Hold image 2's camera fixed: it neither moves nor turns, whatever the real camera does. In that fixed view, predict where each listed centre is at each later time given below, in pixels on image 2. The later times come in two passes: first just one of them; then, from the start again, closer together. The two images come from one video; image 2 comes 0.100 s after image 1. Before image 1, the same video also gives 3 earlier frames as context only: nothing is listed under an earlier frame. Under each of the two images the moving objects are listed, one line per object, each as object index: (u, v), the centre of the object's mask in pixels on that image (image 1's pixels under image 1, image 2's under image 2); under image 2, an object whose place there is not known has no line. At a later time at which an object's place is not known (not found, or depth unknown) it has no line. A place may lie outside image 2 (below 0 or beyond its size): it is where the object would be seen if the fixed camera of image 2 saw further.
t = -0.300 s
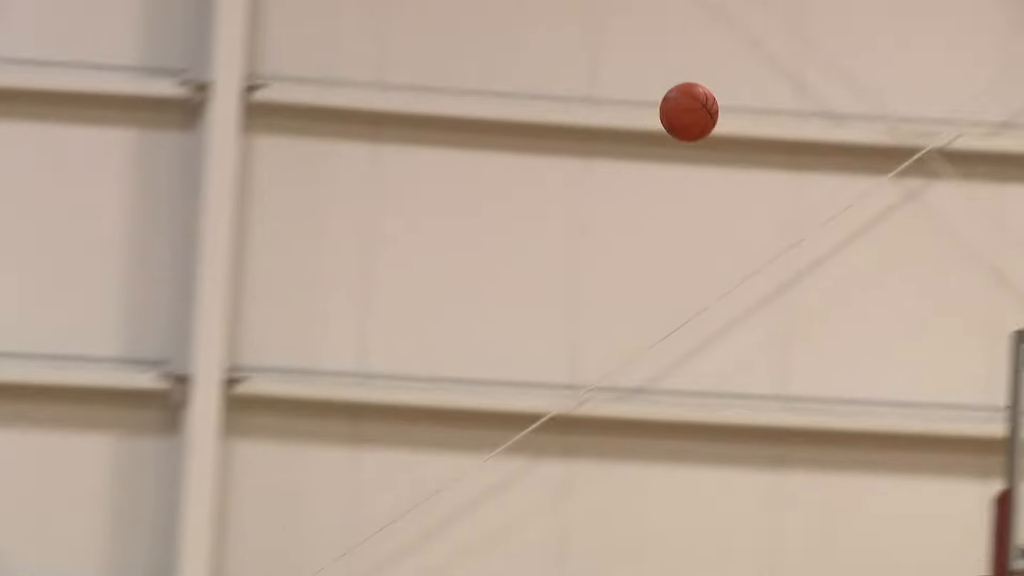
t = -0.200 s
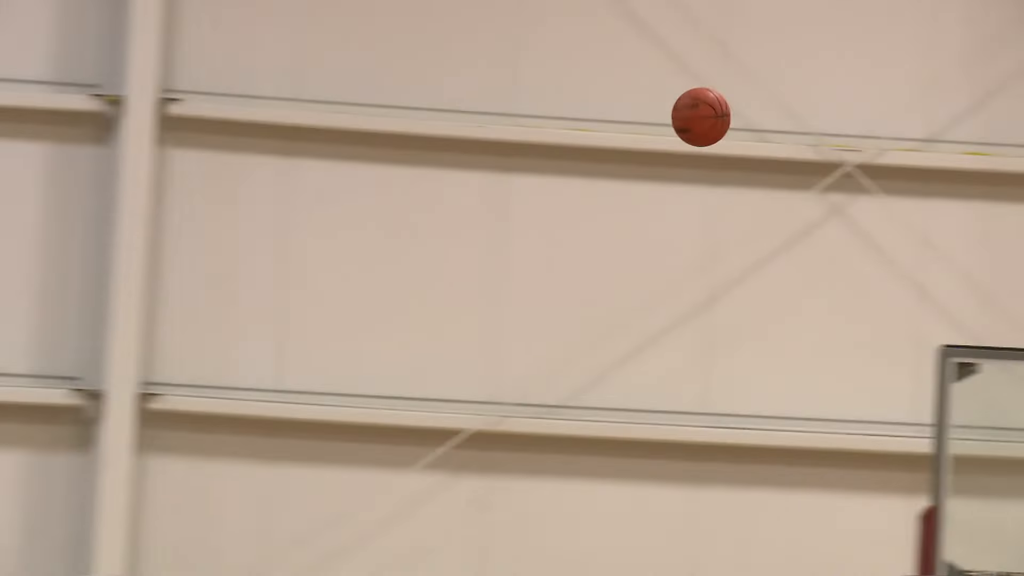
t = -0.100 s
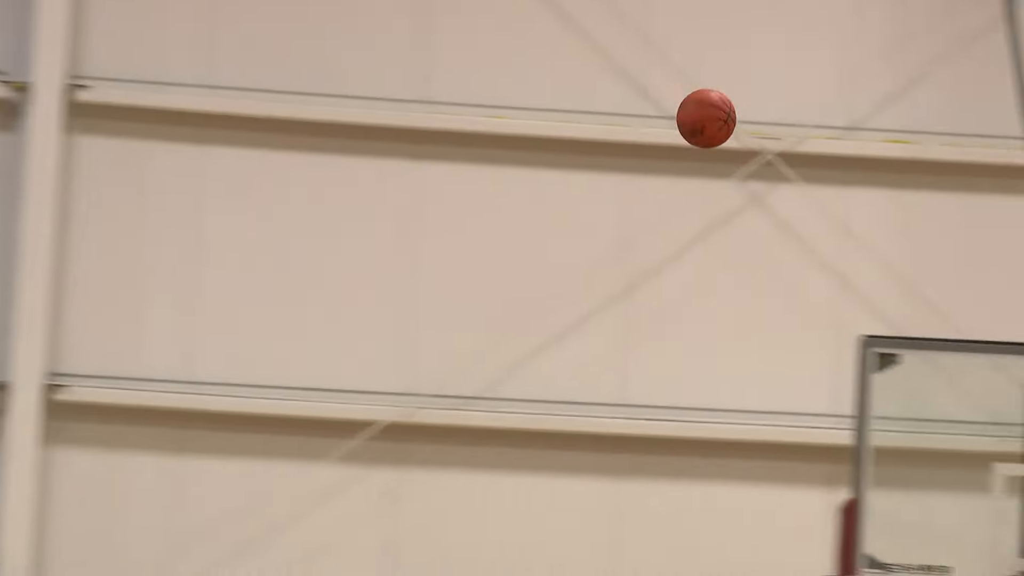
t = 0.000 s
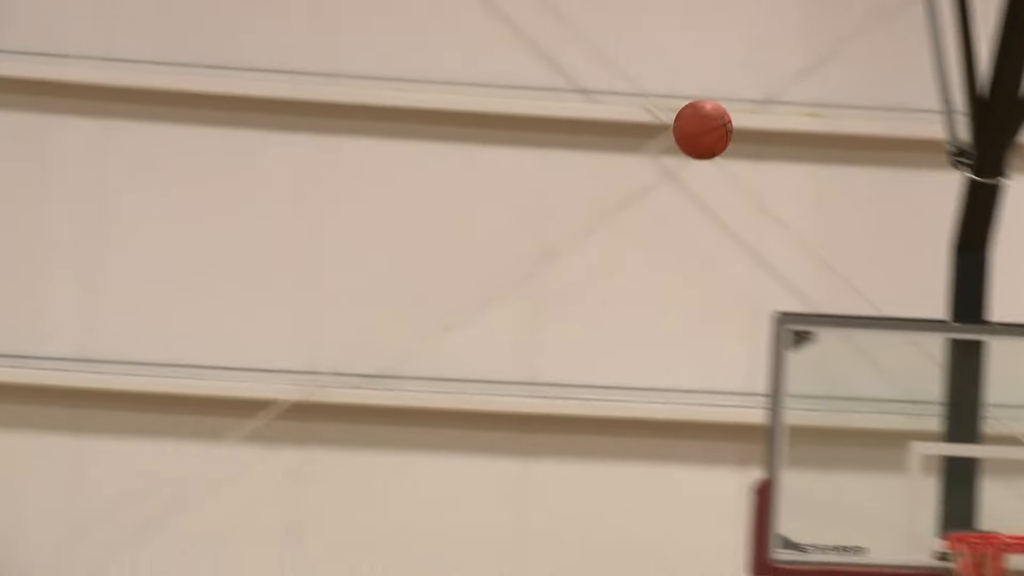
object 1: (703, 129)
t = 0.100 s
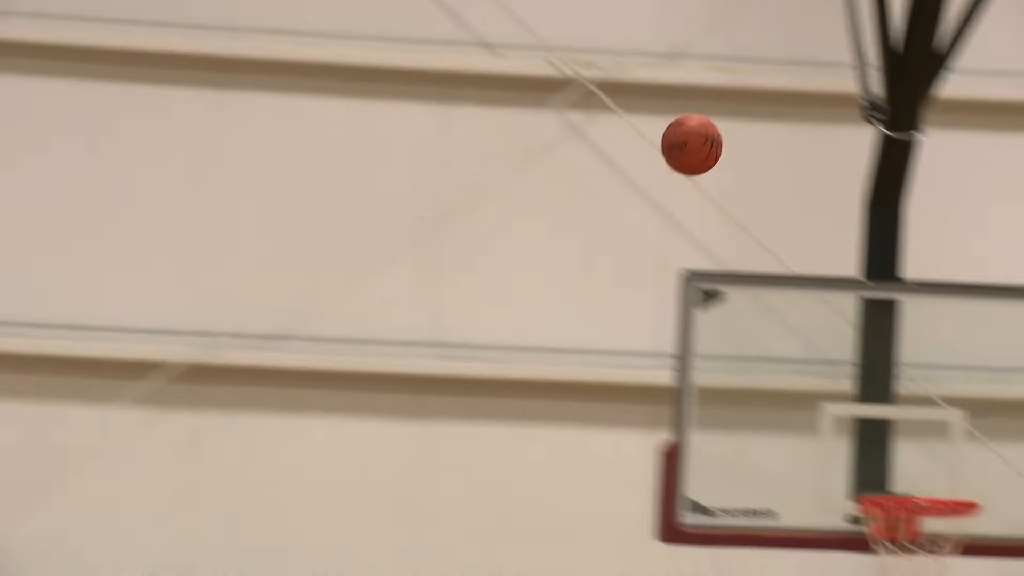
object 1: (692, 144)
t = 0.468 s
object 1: (930, 533)
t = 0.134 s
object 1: (717, 171)
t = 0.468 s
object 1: (930, 533)
